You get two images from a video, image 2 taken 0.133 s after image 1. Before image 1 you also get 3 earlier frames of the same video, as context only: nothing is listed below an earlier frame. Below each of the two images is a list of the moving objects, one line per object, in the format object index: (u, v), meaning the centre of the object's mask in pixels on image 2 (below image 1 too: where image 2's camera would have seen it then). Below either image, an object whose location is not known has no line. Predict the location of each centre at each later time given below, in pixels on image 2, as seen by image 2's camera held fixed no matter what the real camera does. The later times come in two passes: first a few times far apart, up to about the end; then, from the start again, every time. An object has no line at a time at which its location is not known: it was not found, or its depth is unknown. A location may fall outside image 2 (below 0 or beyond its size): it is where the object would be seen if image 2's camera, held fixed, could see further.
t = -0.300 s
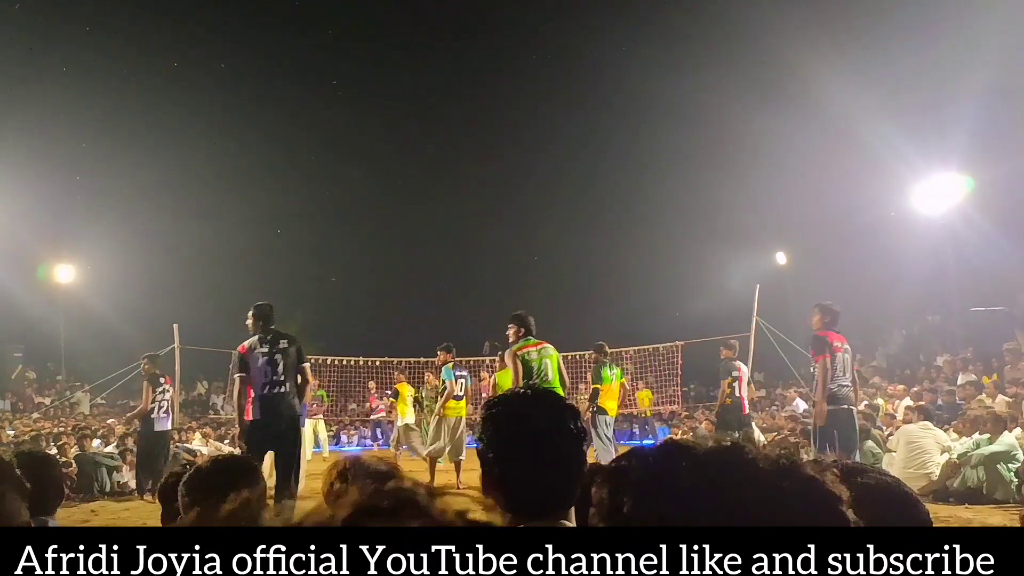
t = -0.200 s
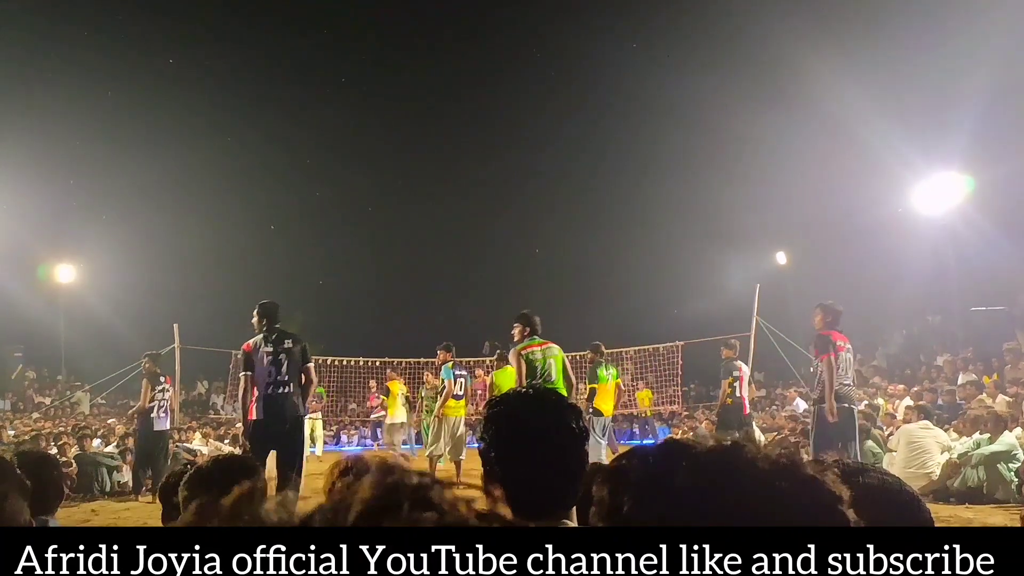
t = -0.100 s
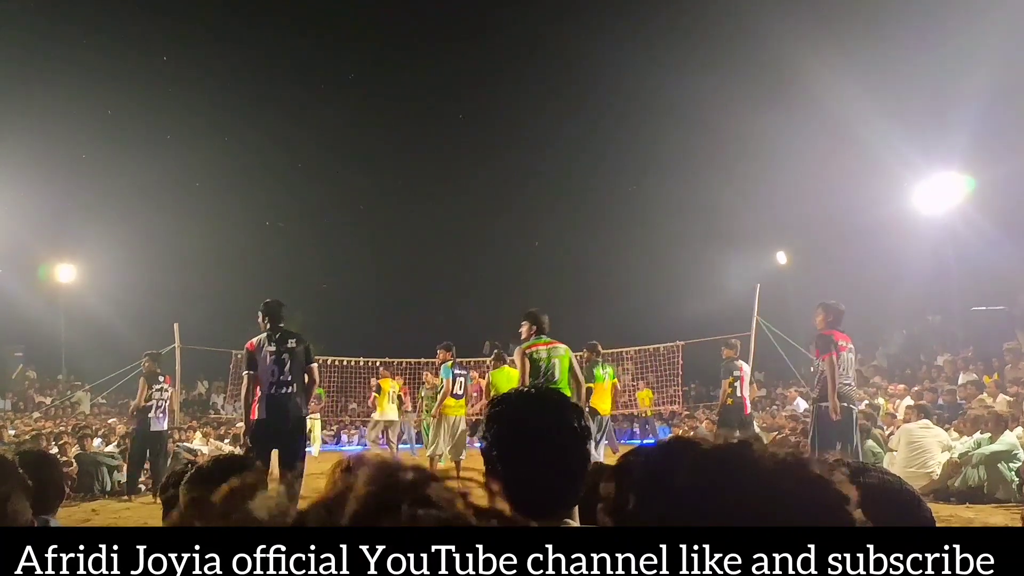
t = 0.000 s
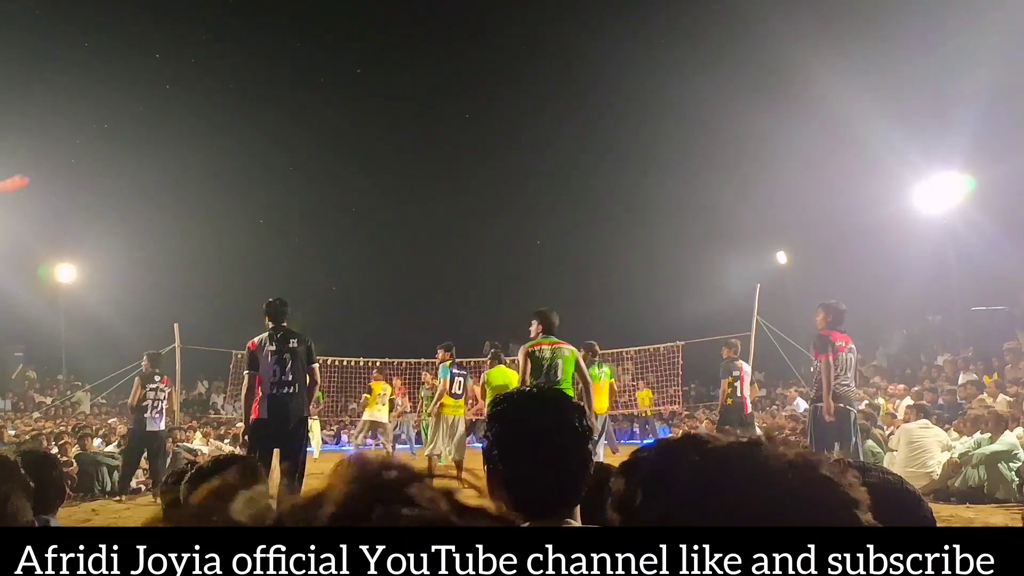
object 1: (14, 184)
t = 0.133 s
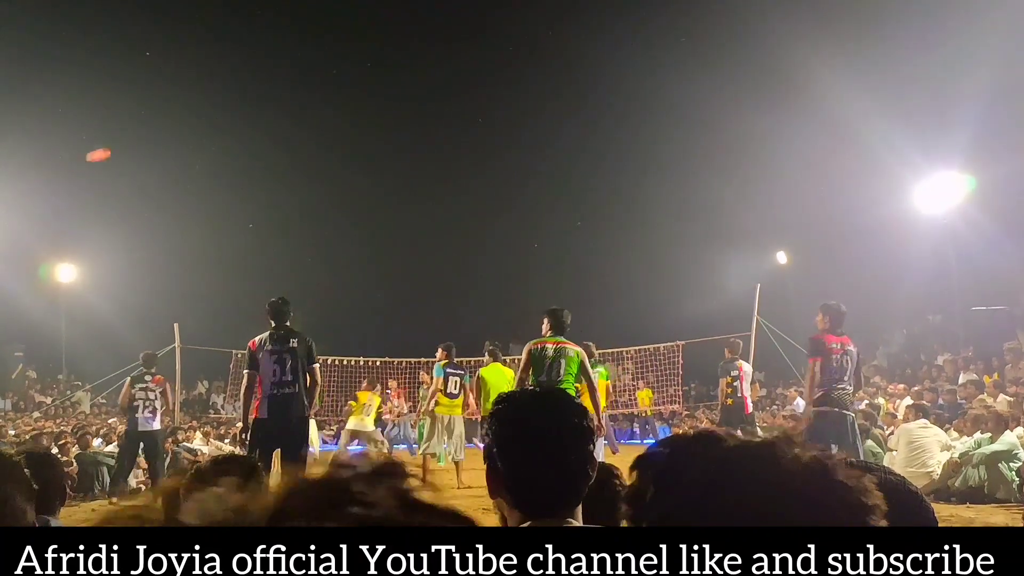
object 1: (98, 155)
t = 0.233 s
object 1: (147, 146)
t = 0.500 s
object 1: (239, 149)
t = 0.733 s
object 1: (291, 175)
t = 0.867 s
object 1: (315, 197)
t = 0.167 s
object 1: (114, 152)
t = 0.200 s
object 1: (132, 148)
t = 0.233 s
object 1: (147, 146)
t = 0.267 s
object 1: (161, 144)
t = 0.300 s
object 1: (175, 143)
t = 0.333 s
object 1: (187, 143)
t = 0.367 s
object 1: (198, 143)
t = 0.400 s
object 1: (210, 144)
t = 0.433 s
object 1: (219, 145)
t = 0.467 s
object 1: (229, 147)
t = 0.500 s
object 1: (239, 149)
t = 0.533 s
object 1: (247, 151)
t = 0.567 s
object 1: (255, 155)
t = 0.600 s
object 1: (264, 158)
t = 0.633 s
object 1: (271, 161)
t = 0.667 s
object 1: (278, 166)
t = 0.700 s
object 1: (285, 170)
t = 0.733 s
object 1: (291, 175)
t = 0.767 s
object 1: (298, 180)
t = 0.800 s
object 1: (304, 185)
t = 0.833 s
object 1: (309, 191)
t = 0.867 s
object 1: (315, 197)
